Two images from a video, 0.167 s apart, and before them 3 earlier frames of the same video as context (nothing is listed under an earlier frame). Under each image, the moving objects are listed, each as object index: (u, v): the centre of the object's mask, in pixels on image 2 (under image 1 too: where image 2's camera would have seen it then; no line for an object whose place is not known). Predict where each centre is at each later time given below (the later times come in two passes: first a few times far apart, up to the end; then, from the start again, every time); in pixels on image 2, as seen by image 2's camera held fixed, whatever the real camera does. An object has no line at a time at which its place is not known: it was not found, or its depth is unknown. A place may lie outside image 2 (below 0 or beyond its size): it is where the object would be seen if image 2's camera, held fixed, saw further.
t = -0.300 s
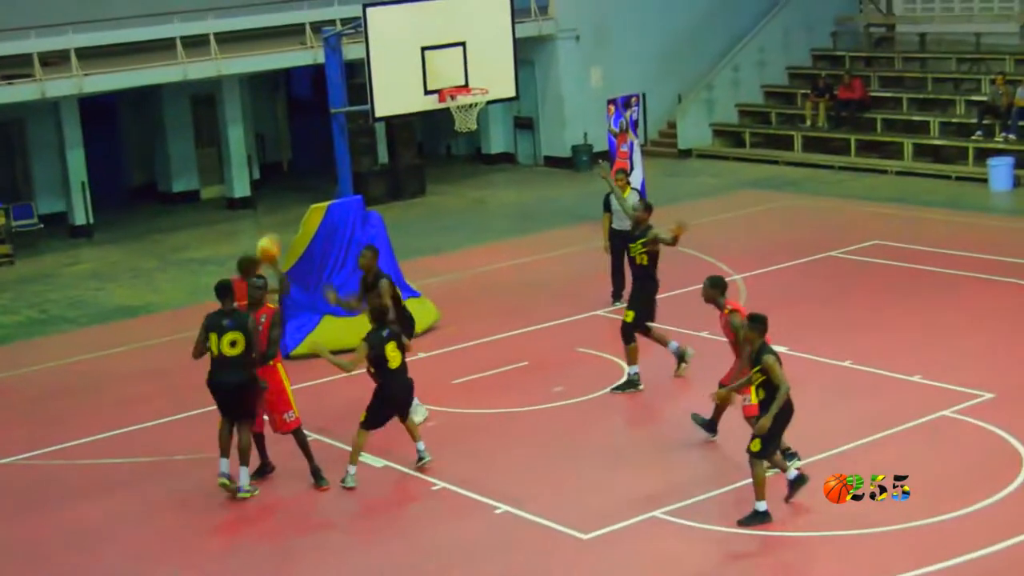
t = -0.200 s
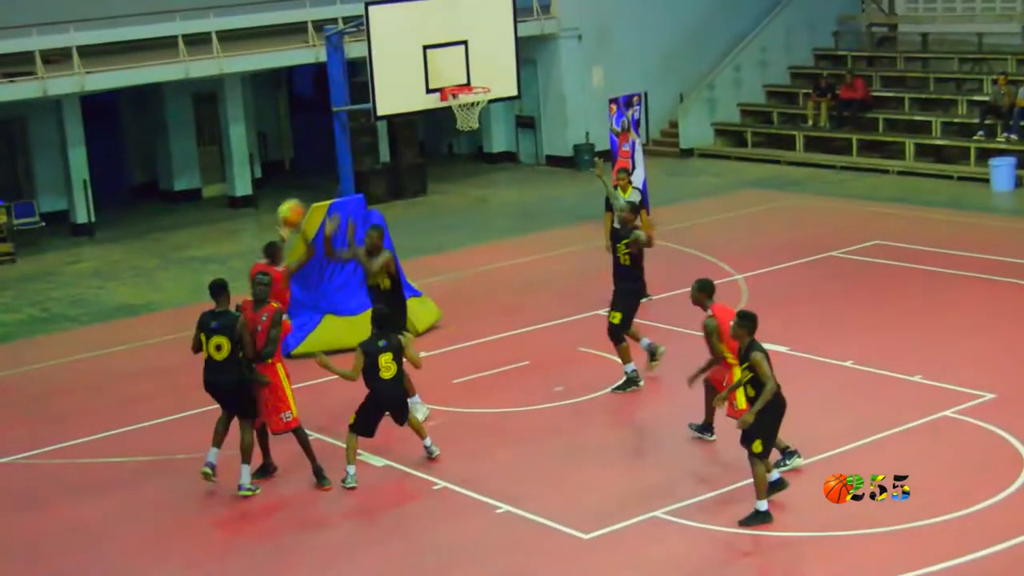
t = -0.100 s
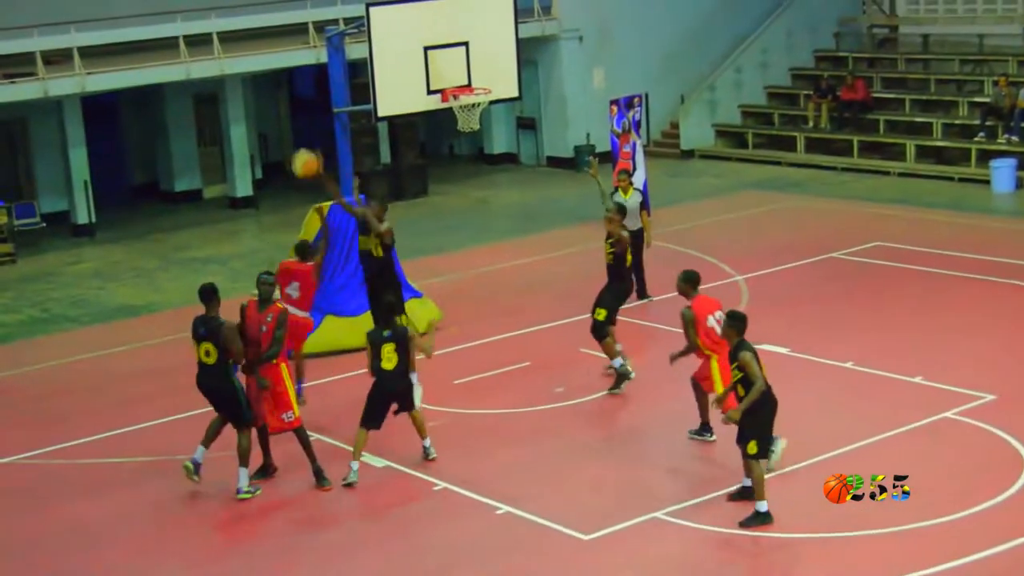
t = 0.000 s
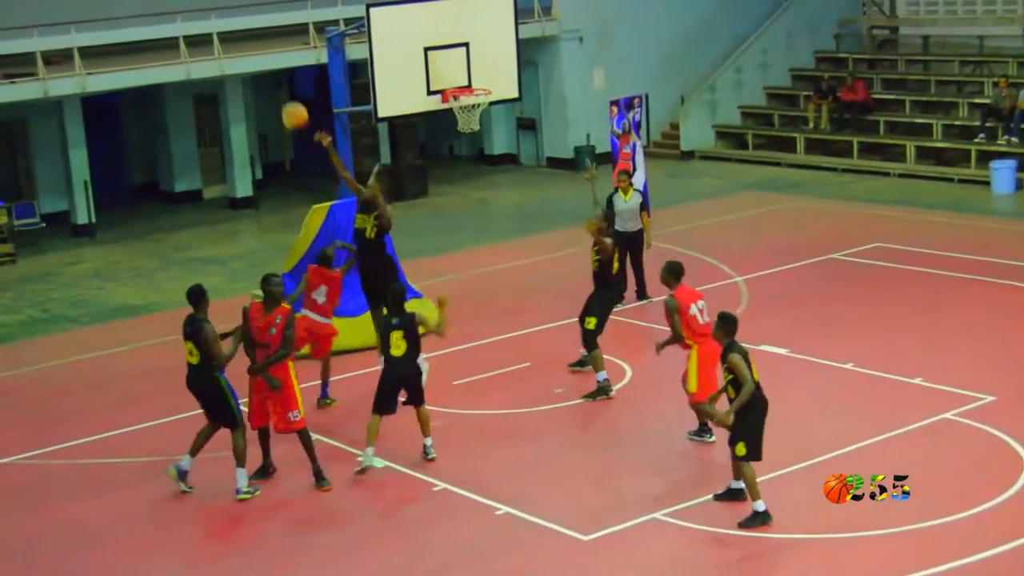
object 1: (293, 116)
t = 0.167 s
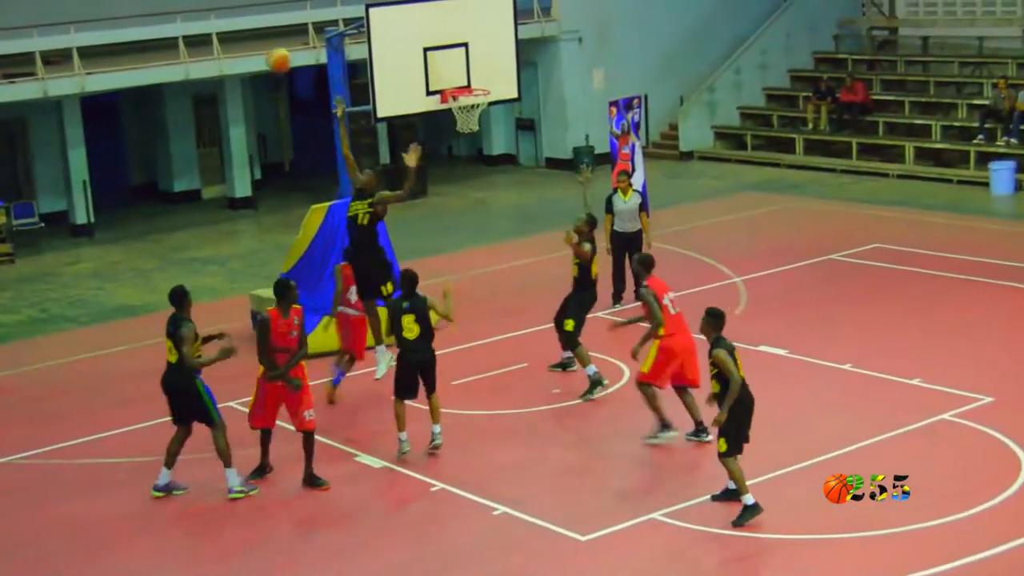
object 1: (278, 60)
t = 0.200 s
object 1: (275, 52)
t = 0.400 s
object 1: (262, 32)
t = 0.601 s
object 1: (252, 48)
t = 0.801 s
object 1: (248, 106)
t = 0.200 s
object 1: (275, 52)
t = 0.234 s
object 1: (272, 45)
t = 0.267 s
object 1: (270, 40)
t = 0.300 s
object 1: (268, 37)
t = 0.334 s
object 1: (266, 33)
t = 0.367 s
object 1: (264, 32)
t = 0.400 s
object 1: (262, 32)
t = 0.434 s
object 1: (260, 32)
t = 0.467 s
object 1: (258, 32)
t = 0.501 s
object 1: (256, 35)
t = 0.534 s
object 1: (254, 38)
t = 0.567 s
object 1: (253, 43)
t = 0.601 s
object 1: (252, 48)
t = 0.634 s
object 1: (251, 56)
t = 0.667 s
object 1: (250, 65)
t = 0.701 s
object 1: (249, 74)
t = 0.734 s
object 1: (249, 84)
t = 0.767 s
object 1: (248, 94)
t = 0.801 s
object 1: (248, 106)
